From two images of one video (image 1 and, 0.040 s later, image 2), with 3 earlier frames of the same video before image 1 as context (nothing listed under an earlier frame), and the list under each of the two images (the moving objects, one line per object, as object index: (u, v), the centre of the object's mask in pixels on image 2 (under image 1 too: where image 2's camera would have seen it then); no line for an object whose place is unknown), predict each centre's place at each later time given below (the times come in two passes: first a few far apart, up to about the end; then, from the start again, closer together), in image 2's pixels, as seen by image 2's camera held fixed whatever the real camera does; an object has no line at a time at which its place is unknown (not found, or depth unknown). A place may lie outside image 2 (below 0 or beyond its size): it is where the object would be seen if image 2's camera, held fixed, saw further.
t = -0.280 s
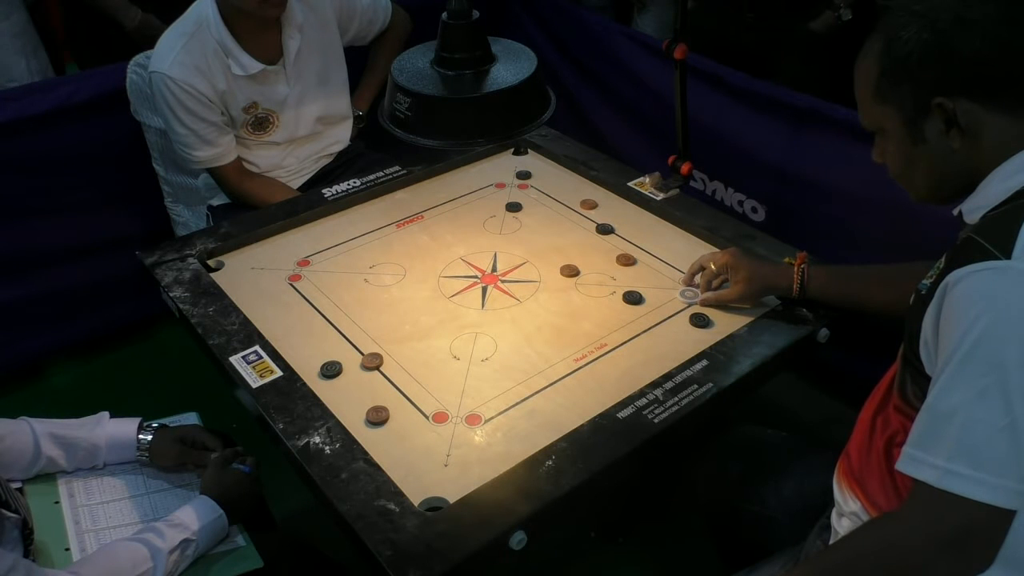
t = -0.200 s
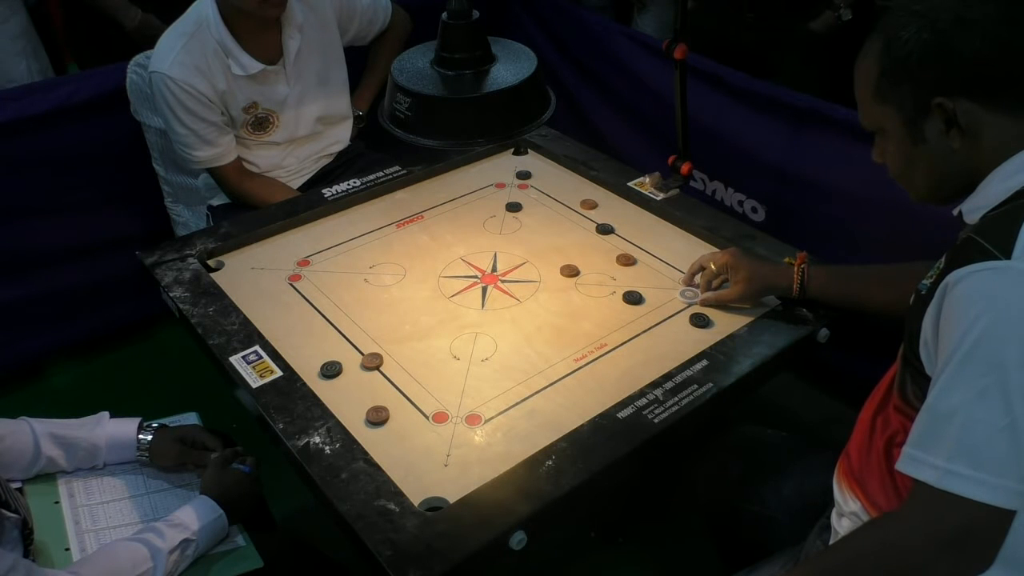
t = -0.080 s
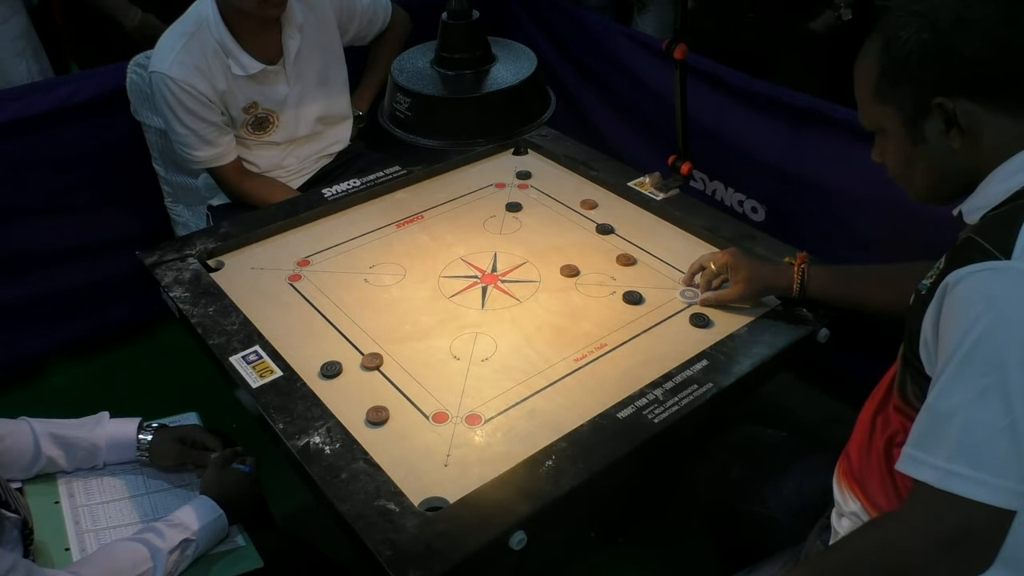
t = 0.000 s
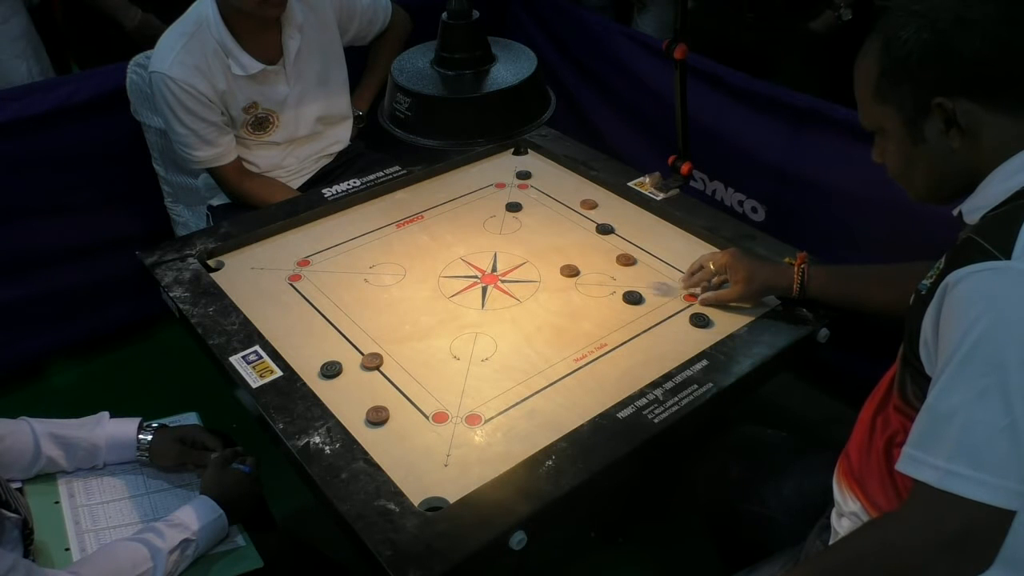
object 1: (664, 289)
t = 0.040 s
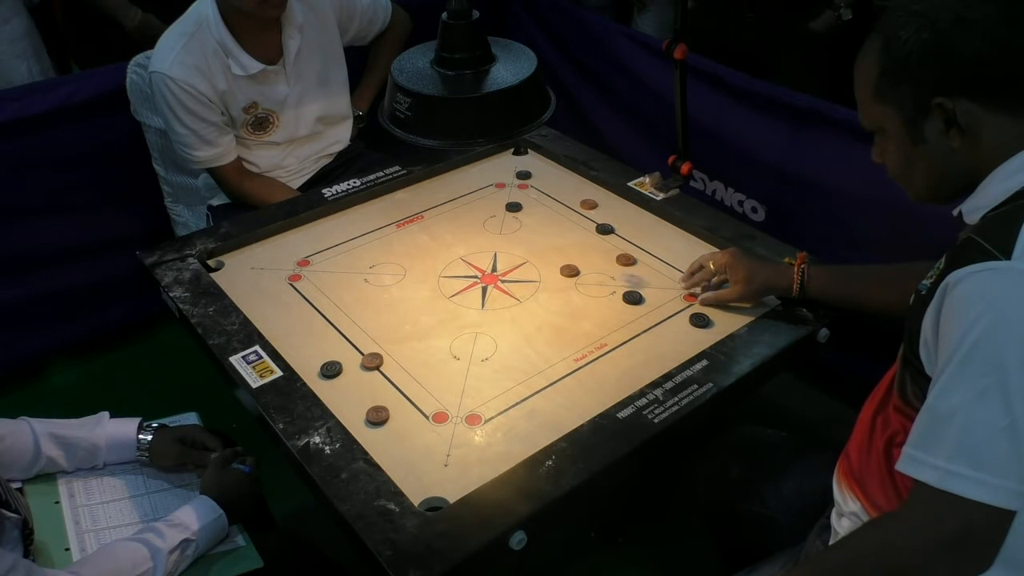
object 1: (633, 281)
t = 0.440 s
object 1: (516, 232)
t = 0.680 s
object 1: (496, 222)
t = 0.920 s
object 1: (495, 221)
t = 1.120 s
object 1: (496, 221)
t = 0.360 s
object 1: (528, 238)
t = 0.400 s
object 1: (522, 235)
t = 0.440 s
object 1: (516, 232)
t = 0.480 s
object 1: (510, 229)
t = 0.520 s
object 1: (507, 226)
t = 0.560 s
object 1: (504, 224)
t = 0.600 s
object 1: (500, 223)
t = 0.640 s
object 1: (498, 222)
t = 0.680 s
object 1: (496, 222)
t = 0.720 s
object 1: (496, 221)
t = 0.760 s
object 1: (495, 221)
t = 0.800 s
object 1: (495, 221)
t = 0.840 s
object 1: (495, 221)
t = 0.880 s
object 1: (495, 221)
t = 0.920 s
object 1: (495, 221)
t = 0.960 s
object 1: (495, 221)
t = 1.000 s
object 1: (495, 221)
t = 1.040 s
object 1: (495, 221)
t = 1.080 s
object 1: (495, 221)
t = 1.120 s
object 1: (496, 221)
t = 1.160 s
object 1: (495, 221)
